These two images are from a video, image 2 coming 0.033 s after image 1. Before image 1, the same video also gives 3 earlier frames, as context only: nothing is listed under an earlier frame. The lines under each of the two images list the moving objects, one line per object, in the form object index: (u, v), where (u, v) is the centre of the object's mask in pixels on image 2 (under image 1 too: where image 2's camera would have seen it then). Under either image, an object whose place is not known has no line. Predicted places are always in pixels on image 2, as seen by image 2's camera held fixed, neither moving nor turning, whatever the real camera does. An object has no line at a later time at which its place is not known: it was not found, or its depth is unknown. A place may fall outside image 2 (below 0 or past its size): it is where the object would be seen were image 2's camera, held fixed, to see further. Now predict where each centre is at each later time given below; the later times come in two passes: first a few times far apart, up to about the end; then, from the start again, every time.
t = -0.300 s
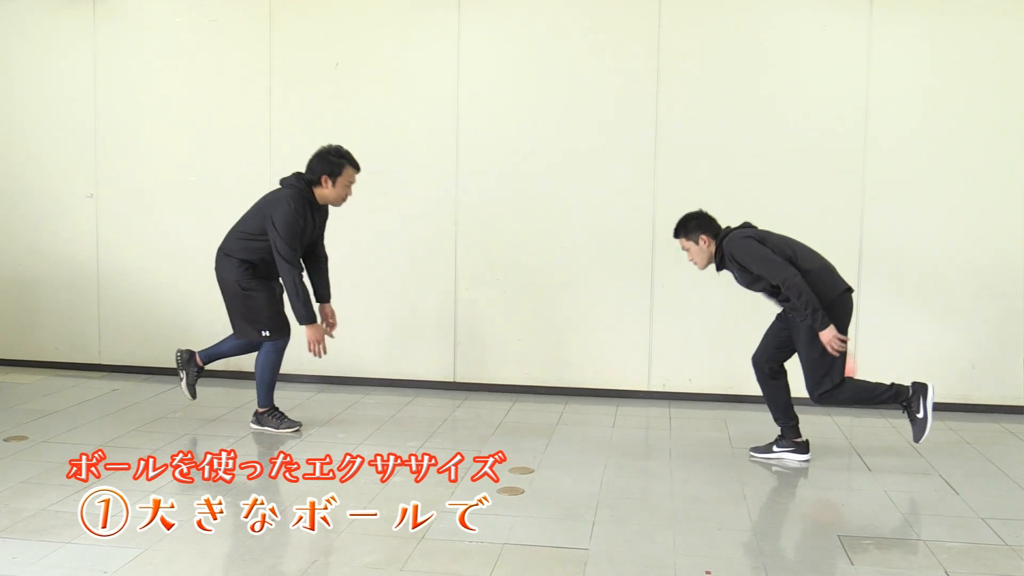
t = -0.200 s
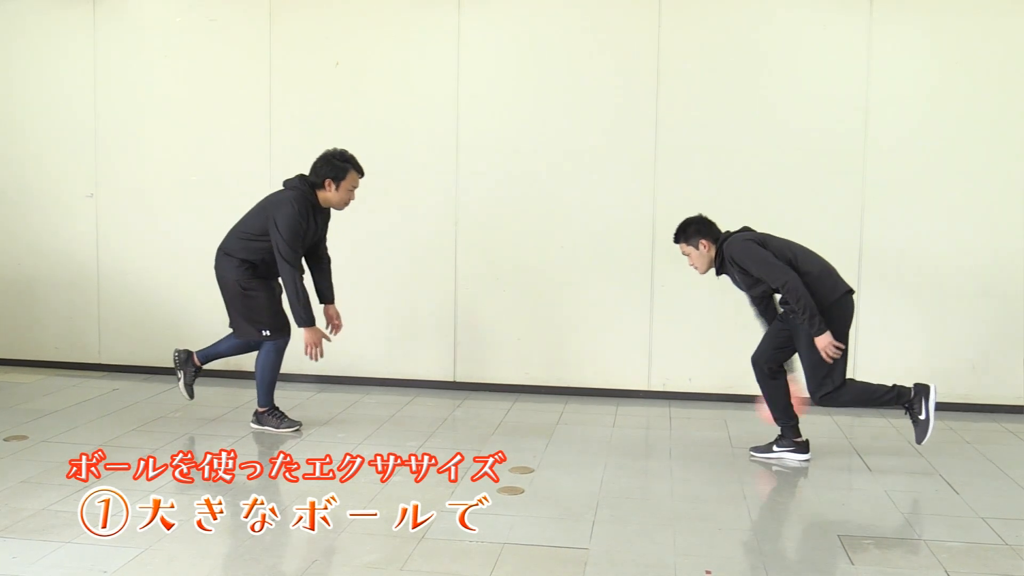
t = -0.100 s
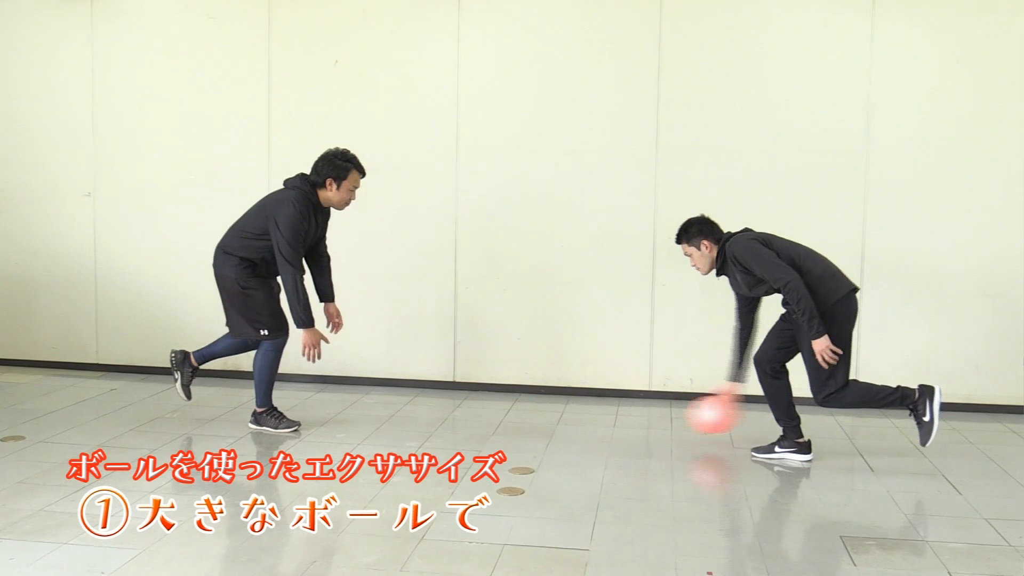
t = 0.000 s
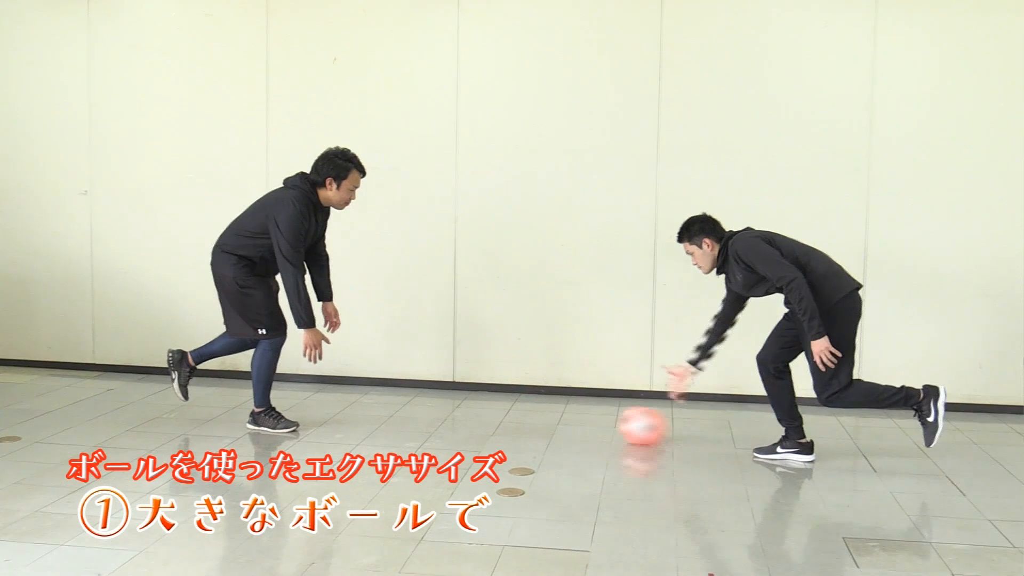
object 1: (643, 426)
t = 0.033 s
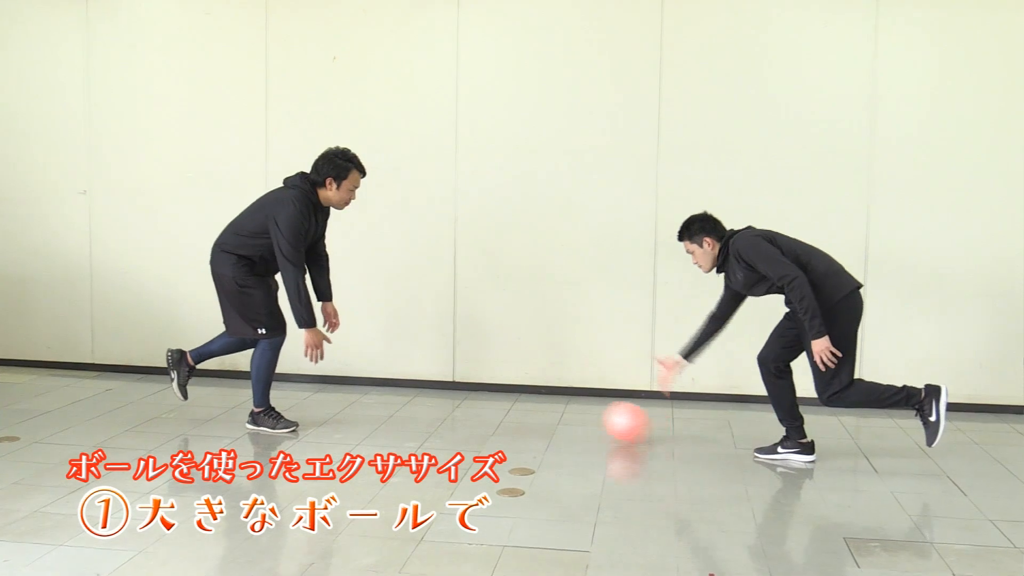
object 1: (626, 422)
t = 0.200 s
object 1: (546, 423)
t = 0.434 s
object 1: (458, 418)
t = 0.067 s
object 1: (609, 418)
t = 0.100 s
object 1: (593, 417)
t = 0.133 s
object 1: (577, 417)
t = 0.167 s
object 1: (562, 419)
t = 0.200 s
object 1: (546, 423)
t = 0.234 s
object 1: (533, 422)
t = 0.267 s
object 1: (520, 418)
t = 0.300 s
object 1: (507, 416)
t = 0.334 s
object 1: (494, 417)
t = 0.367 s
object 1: (482, 420)
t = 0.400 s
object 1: (470, 421)
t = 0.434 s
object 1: (458, 418)
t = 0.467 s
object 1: (446, 415)
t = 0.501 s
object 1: (435, 415)
